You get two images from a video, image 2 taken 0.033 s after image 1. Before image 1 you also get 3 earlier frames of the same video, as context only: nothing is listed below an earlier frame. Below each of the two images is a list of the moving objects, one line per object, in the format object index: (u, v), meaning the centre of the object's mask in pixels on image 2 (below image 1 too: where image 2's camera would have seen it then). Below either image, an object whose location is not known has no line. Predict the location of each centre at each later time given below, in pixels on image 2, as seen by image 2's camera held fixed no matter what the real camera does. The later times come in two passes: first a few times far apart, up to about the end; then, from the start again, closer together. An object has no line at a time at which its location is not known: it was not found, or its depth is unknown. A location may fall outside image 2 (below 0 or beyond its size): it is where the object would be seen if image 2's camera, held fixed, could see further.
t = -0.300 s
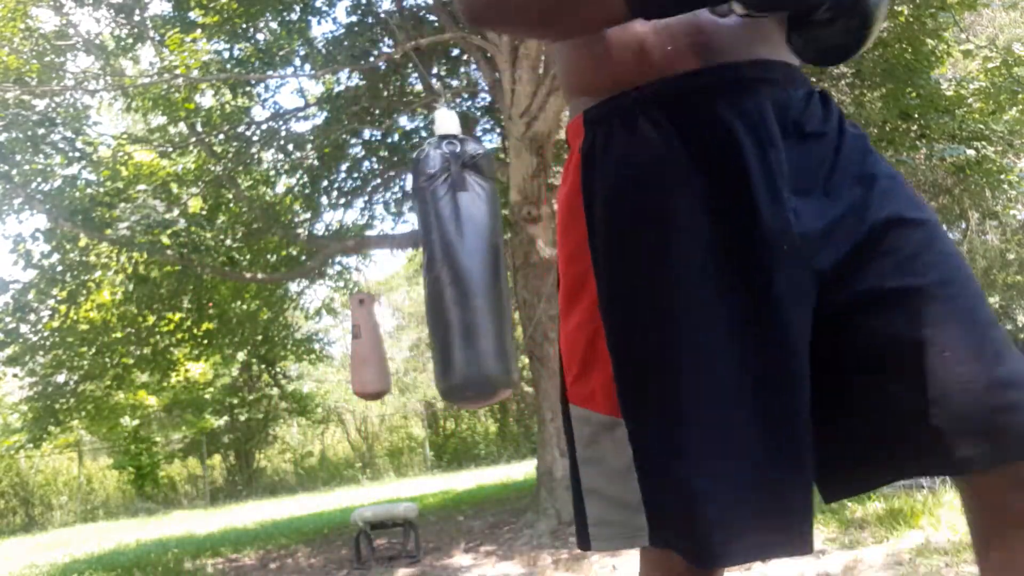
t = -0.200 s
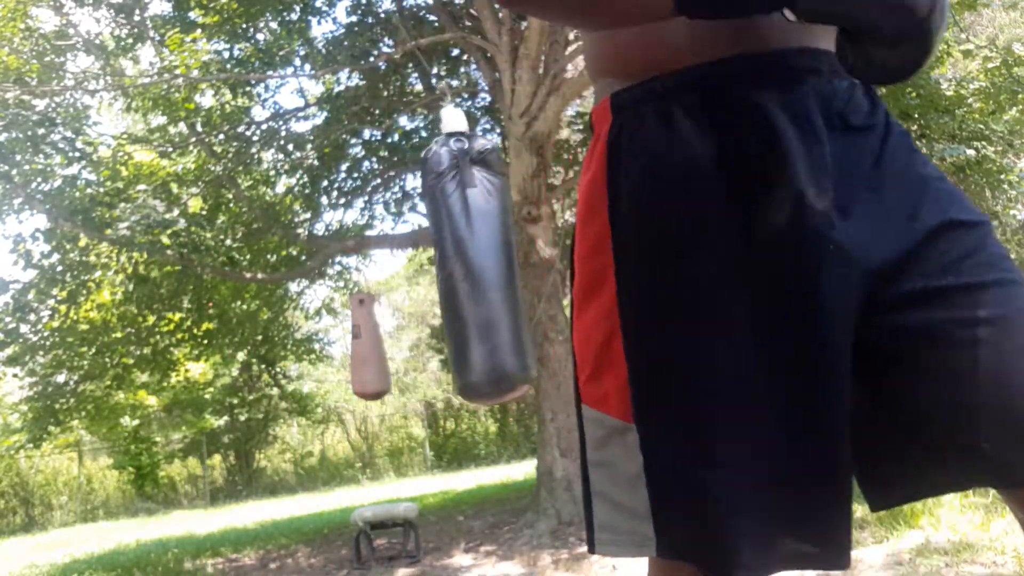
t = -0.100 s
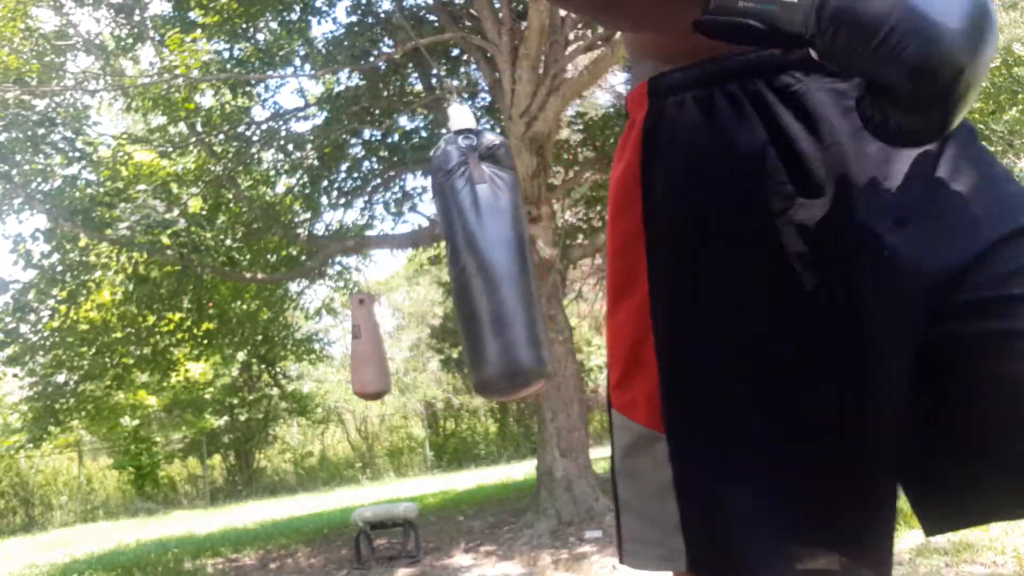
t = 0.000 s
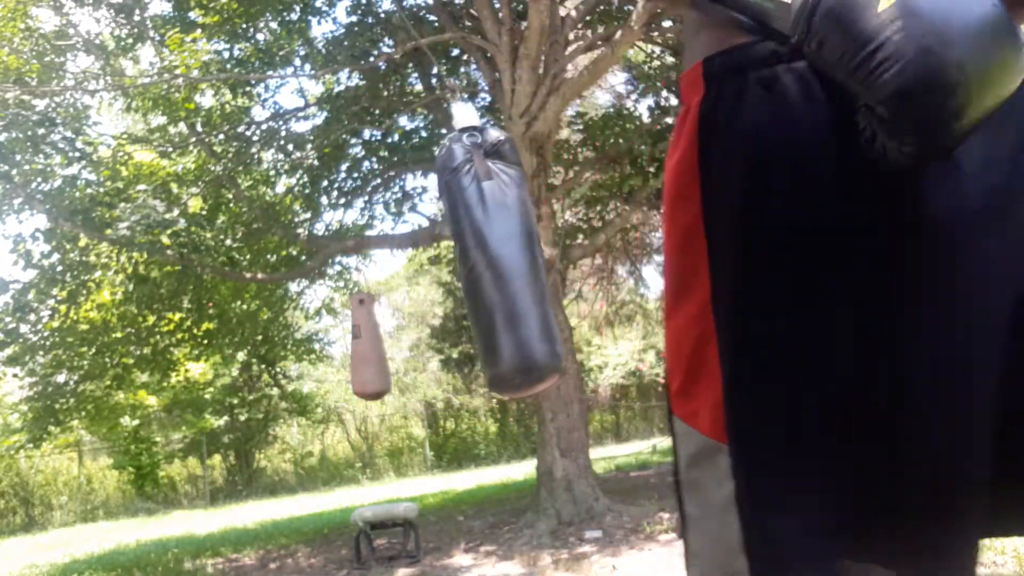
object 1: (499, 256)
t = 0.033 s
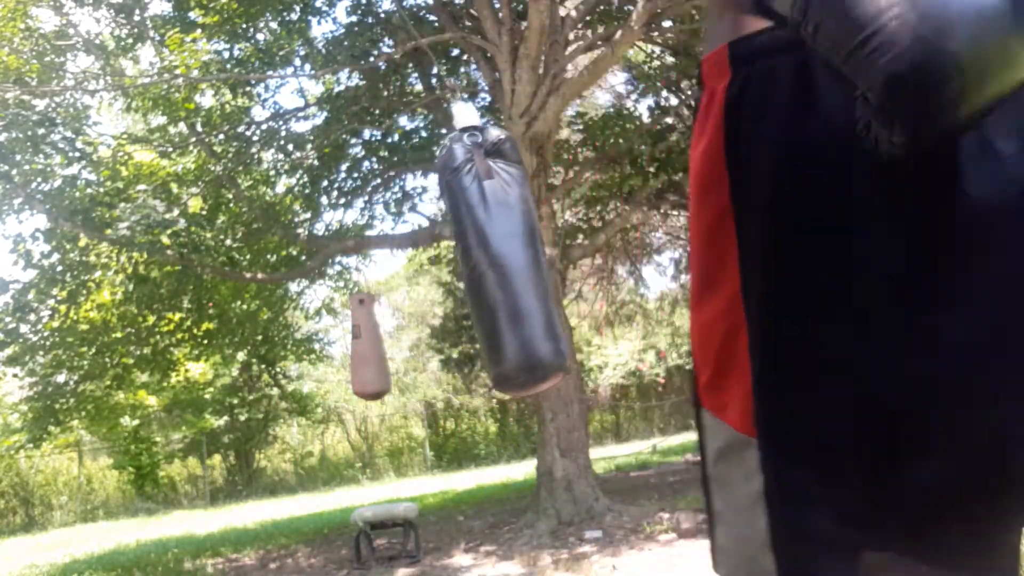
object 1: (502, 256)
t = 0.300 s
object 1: (511, 254)
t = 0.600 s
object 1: (495, 259)
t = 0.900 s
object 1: (460, 267)
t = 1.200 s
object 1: (426, 270)
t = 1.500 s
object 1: (414, 270)
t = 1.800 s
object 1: (429, 270)
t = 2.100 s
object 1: (465, 267)
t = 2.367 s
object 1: (496, 259)
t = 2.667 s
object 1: (513, 257)
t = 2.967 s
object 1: (498, 260)
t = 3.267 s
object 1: (460, 269)
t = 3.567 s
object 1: (424, 271)
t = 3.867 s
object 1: (409, 270)
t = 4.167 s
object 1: (424, 268)
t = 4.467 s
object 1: (463, 266)
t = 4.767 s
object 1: (500, 258)
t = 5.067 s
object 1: (513, 255)
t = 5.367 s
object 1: (494, 258)
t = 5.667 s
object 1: (457, 268)
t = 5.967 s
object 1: (421, 268)
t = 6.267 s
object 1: (409, 270)
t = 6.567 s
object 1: (429, 269)
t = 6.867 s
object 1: (468, 266)
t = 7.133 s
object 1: (498, 259)
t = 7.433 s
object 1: (512, 255)
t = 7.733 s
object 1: (495, 259)
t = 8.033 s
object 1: (457, 267)
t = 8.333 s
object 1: (423, 270)
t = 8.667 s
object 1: (412, 271)
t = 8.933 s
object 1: (430, 271)
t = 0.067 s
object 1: (505, 256)
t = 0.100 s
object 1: (506, 256)
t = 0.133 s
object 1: (508, 255)
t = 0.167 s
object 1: (509, 255)
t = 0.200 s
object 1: (510, 255)
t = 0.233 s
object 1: (510, 254)
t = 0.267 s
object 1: (511, 254)
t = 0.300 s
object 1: (511, 254)
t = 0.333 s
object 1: (512, 254)
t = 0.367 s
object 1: (511, 254)
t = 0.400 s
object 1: (510, 254)
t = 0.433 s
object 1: (508, 255)
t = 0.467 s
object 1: (507, 256)
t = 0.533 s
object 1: (501, 258)
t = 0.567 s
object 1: (498, 258)
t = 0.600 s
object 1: (495, 259)
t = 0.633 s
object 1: (490, 259)
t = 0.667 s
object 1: (488, 260)
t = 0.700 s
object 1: (483, 261)
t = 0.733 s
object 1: (481, 263)
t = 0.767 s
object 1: (478, 264)
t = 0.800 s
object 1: (472, 265)
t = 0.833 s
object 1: (470, 266)
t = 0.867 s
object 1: (464, 266)
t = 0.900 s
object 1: (460, 267)
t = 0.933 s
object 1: (455, 268)
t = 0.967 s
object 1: (453, 269)
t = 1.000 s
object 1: (447, 269)
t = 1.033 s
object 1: (443, 270)
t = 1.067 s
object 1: (439, 270)
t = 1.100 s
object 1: (437, 271)
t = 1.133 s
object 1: (432, 270)
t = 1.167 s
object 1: (429, 270)
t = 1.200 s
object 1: (426, 270)
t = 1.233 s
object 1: (425, 271)
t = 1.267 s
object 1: (422, 270)
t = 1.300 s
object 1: (421, 270)
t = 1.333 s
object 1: (419, 271)
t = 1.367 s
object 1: (417, 270)
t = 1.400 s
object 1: (414, 269)
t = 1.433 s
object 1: (415, 270)
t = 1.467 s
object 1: (413, 269)
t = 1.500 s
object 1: (414, 270)
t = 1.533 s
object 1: (413, 269)
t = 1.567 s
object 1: (415, 270)
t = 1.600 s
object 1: (416, 270)
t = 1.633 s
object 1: (415, 270)
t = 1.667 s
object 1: (419, 270)
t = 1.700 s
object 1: (420, 269)
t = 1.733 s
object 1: (423, 270)
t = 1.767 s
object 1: (426, 270)
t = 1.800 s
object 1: (429, 270)
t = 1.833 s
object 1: (431, 270)
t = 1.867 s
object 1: (434, 270)
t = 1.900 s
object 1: (439, 270)
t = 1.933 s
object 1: (442, 269)
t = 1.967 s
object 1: (447, 270)
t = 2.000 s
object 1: (451, 269)
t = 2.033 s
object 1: (456, 269)
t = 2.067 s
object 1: (461, 268)
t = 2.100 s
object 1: (465, 267)
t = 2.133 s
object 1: (468, 266)
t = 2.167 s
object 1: (473, 265)
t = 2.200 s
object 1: (477, 264)
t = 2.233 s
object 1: (481, 262)
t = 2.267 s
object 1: (486, 263)
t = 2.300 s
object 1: (489, 261)
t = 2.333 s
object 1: (492, 259)
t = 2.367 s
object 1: (496, 259)
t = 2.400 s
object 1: (499, 260)
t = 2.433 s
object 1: (503, 260)
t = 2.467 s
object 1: (505, 259)
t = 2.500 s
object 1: (507, 258)
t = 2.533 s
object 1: (509, 257)
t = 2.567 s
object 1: (511, 256)
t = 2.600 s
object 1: (512, 257)
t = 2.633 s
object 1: (513, 257)
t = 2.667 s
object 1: (513, 257)
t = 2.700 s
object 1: (512, 256)
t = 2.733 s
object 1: (512, 258)
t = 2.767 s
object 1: (511, 258)
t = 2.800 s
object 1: (510, 258)
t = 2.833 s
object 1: (508, 258)
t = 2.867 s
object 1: (506, 261)
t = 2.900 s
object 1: (504, 261)
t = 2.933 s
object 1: (501, 261)
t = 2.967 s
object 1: (498, 260)
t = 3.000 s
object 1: (494, 261)
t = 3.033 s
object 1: (490, 261)
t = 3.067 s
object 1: (487, 264)
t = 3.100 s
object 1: (483, 265)
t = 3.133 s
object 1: (478, 265)
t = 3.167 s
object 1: (474, 267)
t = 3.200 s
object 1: (470, 267)
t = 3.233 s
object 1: (465, 268)
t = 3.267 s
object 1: (460, 269)
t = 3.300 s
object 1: (456, 271)
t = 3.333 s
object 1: (452, 270)
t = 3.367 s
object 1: (447, 269)
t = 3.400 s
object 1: (443, 270)
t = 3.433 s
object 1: (439, 271)
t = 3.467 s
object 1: (435, 272)
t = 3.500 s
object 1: (430, 270)
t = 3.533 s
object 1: (427, 270)
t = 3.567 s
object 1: (424, 271)
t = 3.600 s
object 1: (421, 271)
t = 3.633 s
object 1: (417, 270)
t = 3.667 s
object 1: (415, 270)
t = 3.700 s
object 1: (413, 271)
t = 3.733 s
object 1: (411, 270)
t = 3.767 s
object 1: (410, 269)
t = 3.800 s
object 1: (409, 270)
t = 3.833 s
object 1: (409, 271)
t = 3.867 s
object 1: (409, 270)
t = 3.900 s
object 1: (409, 269)
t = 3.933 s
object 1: (409, 269)
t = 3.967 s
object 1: (410, 271)
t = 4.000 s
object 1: (411, 270)
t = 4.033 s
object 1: (413, 269)
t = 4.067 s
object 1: (416, 270)
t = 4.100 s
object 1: (419, 269)
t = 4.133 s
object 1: (421, 269)
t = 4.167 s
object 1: (424, 268)
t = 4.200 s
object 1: (428, 269)
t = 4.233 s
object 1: (432, 269)
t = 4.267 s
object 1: (435, 268)
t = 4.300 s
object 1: (441, 270)
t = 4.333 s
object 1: (445, 269)
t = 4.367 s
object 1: (449, 269)
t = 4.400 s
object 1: (453, 268)
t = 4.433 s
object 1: (458, 268)
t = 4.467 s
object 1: (463, 266)
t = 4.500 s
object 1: (467, 265)
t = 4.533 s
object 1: (472, 264)
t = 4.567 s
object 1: (477, 264)
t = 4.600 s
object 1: (481, 263)
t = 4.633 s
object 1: (485, 261)
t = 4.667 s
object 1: (489, 259)
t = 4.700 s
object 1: (493, 258)
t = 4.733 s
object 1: (497, 259)
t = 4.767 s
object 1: (500, 258)
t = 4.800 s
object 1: (504, 257)
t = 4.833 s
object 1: (506, 256)
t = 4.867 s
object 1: (508, 257)
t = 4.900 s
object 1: (510, 256)
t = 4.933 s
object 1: (511, 254)
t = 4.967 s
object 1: (512, 255)
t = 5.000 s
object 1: (513, 255)
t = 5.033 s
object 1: (513, 255)
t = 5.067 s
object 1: (513, 255)
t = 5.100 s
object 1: (513, 255)
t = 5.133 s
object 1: (512, 255)
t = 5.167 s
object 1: (511, 256)
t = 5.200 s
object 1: (509, 256)
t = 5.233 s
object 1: (507, 256)
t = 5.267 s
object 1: (505, 256)
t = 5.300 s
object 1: (503, 259)
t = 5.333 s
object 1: (498, 257)
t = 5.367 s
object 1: (494, 258)
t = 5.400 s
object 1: (491, 260)
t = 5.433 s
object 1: (487, 260)
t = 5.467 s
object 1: (483, 259)
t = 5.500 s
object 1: (478, 261)
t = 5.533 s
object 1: (475, 264)
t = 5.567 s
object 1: (470, 264)
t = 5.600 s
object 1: (465, 264)
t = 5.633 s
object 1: (461, 265)
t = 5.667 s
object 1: (457, 268)
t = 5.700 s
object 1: (452, 268)
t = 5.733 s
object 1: (447, 267)
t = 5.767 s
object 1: (443, 268)
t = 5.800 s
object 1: (439, 269)
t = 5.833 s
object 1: (435, 268)
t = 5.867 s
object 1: (431, 268)
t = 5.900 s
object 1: (427, 270)
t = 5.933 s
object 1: (424, 270)
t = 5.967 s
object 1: (421, 268)
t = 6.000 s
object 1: (418, 269)
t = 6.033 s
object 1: (416, 270)
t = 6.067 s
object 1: (414, 269)
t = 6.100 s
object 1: (412, 270)
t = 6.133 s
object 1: (410, 270)
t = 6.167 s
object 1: (409, 268)
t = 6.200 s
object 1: (409, 269)
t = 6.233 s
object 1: (409, 270)
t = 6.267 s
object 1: (409, 270)
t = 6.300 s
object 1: (409, 269)
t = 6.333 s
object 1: (411, 269)
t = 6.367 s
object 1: (413, 270)
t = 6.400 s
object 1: (414, 271)
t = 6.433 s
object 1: (417, 270)
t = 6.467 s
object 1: (420, 269)
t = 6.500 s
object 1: (423, 268)
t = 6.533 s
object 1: (426, 268)
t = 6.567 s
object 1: (429, 269)
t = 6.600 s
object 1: (433, 271)
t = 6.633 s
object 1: (437, 271)
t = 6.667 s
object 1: (441, 269)
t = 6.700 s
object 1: (445, 267)
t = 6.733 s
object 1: (450, 269)
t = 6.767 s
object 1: (454, 269)
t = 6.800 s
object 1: (459, 267)
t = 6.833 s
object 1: (463, 265)
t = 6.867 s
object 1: (468, 266)
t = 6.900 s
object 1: (472, 266)
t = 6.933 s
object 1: (476, 264)
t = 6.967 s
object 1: (480, 263)
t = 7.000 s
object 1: (484, 262)
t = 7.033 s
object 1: (488, 261)
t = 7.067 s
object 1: (492, 260)
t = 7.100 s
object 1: (495, 260)
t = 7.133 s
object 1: (498, 259)
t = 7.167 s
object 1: (502, 259)
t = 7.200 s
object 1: (505, 258)
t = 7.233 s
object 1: (507, 257)
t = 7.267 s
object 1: (508, 256)
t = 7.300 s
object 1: (510, 256)
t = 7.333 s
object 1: (511, 256)
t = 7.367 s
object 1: (512, 256)
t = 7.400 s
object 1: (512, 255)
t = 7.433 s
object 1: (512, 255)
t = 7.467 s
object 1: (512, 256)
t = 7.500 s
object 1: (511, 255)
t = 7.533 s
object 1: (510, 255)
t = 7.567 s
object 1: (508, 257)
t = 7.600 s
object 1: (507, 257)
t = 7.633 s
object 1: (504, 257)
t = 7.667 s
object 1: (502, 258)
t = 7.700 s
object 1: (498, 259)
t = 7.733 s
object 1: (495, 259)
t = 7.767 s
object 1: (491, 258)
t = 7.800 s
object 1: (487, 259)
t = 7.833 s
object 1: (483, 261)
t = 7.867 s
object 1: (479, 262)
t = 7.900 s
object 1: (475, 264)
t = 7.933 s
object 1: (470, 265)
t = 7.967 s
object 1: (466, 266)
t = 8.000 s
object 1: (462, 267)
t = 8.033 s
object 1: (457, 267)
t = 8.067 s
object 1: (452, 268)
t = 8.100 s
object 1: (448, 269)
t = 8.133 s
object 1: (444, 270)
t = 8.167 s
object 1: (440, 270)
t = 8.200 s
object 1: (436, 269)
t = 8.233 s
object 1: (432, 268)
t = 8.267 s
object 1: (429, 271)
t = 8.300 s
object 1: (426, 271)
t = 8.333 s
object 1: (423, 270)
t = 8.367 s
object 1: (420, 269)
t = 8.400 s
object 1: (418, 270)
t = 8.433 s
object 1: (416, 271)
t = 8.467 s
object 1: (414, 270)
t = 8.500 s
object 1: (413, 270)
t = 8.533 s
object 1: (412, 271)
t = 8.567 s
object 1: (412, 271)
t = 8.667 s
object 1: (412, 271)
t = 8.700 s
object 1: (414, 271)
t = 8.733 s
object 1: (415, 271)
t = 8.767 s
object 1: (417, 271)
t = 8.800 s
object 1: (418, 271)
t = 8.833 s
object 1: (420, 271)
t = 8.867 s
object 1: (423, 270)
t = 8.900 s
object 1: (427, 270)
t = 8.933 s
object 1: (430, 271)
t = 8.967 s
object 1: (433, 271)
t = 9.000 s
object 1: (436, 271)
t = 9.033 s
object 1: (440, 271)
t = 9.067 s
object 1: (444, 270)
